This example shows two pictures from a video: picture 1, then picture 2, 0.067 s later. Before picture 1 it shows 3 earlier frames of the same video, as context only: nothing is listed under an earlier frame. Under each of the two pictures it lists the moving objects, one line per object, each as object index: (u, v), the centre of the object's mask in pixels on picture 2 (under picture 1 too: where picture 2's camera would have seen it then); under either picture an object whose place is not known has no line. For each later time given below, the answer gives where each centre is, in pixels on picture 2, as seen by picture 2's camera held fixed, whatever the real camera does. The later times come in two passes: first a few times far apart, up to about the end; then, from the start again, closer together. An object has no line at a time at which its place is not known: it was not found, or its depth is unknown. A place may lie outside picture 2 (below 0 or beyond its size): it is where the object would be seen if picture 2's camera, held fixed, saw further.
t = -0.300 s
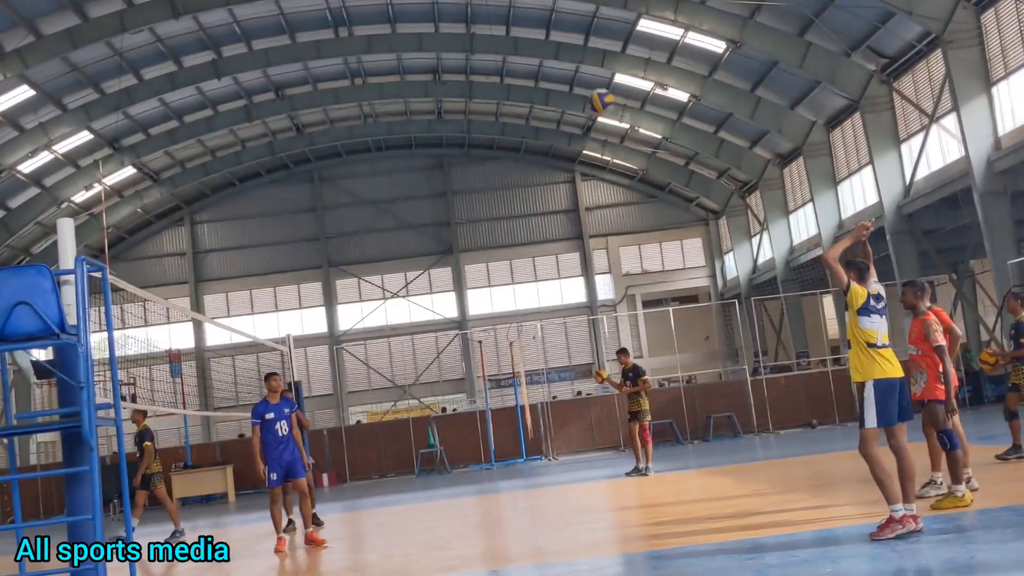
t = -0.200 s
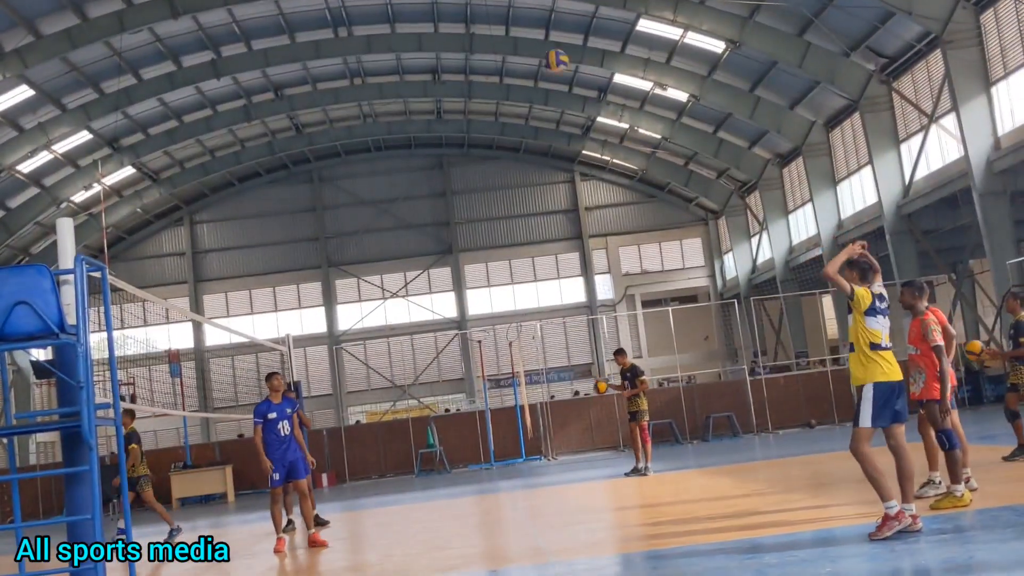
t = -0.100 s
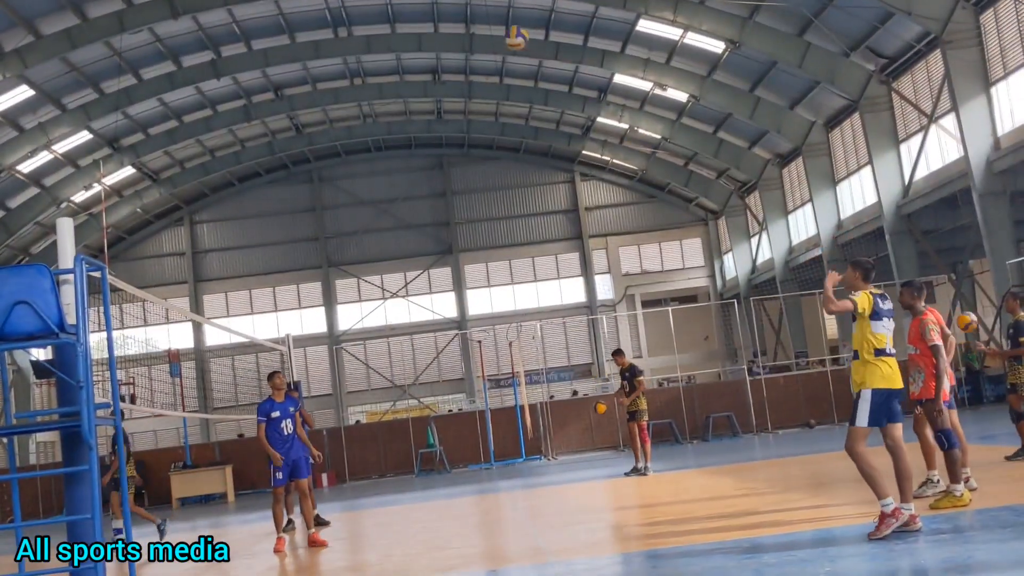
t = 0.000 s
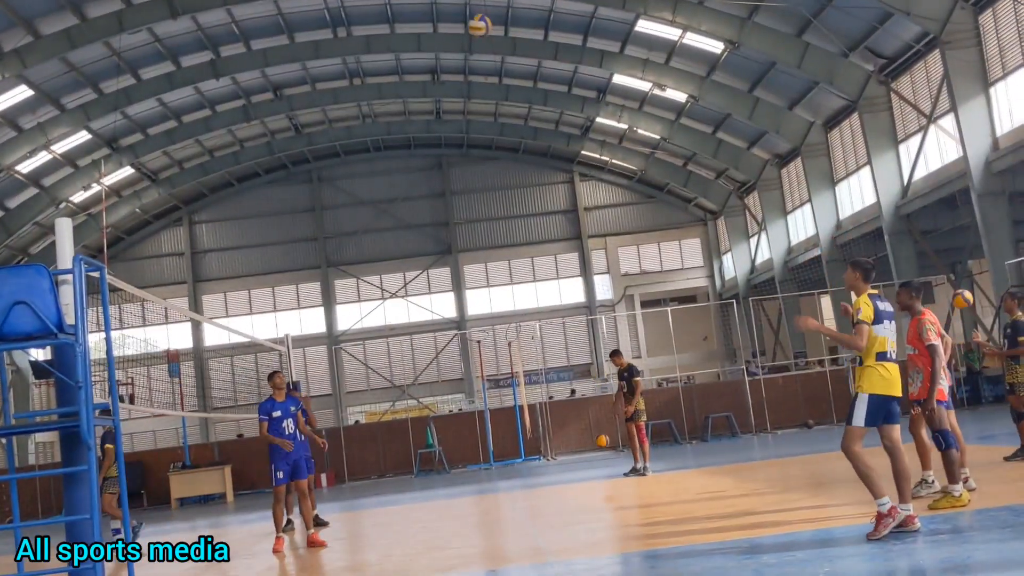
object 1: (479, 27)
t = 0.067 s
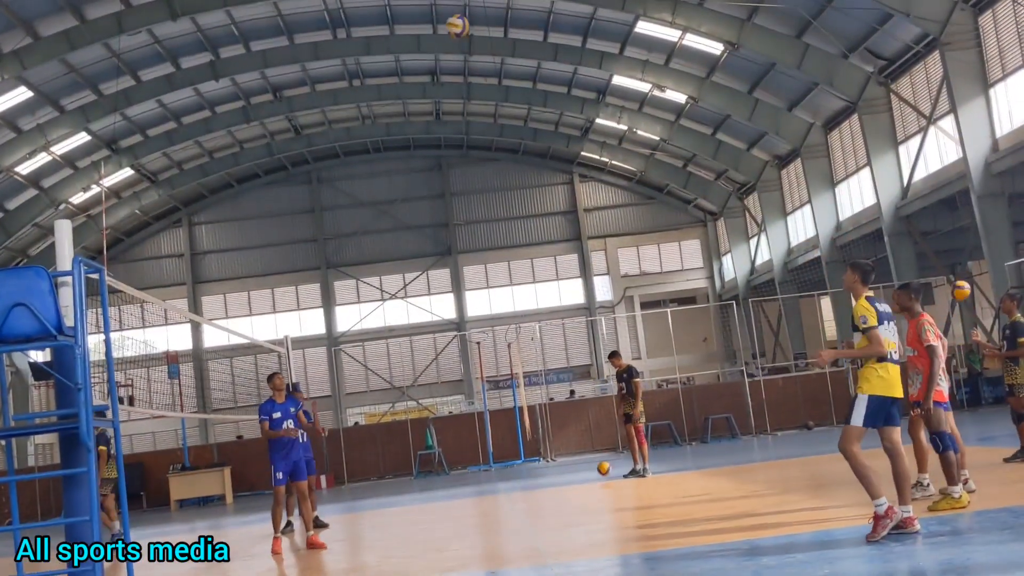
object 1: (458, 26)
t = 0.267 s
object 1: (400, 49)
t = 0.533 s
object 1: (341, 139)
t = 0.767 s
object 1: (301, 260)
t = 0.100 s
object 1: (447, 27)
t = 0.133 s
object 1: (437, 29)
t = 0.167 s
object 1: (428, 32)
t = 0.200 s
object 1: (418, 37)
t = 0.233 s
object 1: (409, 43)
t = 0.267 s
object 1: (400, 49)
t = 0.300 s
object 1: (392, 57)
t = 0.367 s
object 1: (377, 75)
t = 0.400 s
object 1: (368, 86)
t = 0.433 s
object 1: (361, 98)
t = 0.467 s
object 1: (354, 111)
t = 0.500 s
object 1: (347, 124)
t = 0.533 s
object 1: (341, 139)
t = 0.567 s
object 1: (334, 154)
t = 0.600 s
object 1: (328, 169)
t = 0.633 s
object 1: (322, 186)
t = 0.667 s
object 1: (316, 203)
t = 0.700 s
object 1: (311, 222)
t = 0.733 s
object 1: (306, 240)
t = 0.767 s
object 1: (301, 260)
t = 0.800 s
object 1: (297, 281)
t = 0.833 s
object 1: (292, 302)
